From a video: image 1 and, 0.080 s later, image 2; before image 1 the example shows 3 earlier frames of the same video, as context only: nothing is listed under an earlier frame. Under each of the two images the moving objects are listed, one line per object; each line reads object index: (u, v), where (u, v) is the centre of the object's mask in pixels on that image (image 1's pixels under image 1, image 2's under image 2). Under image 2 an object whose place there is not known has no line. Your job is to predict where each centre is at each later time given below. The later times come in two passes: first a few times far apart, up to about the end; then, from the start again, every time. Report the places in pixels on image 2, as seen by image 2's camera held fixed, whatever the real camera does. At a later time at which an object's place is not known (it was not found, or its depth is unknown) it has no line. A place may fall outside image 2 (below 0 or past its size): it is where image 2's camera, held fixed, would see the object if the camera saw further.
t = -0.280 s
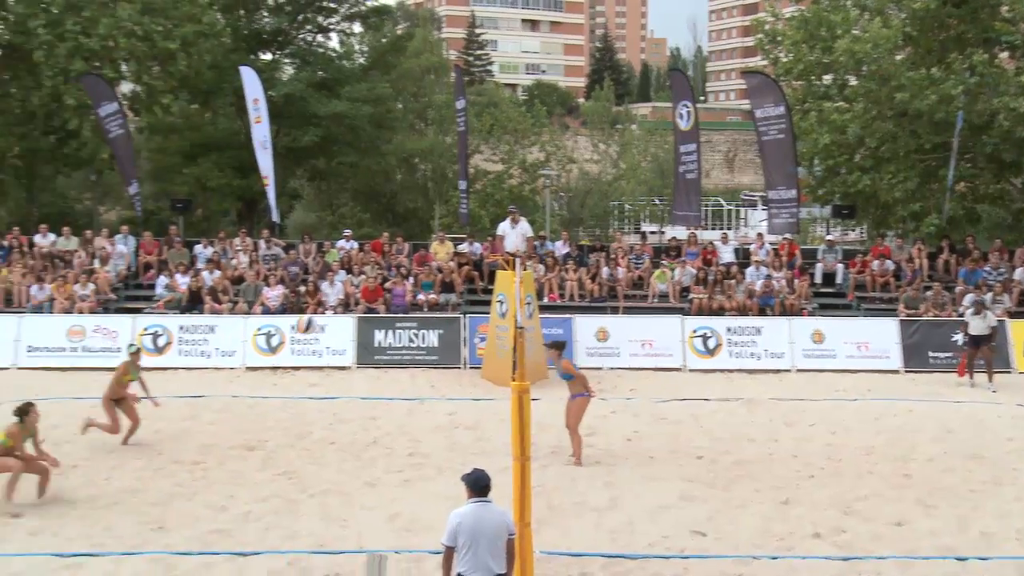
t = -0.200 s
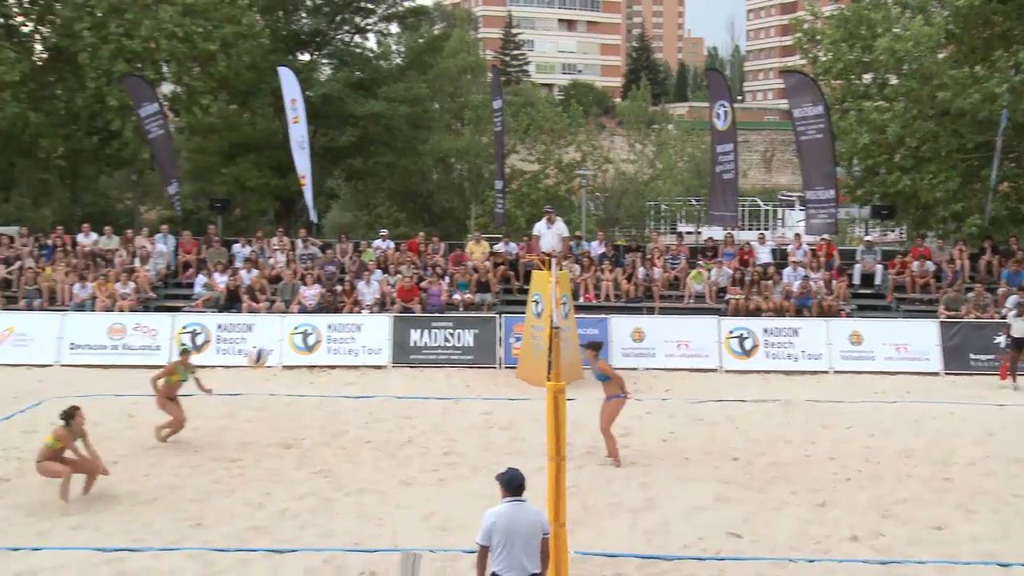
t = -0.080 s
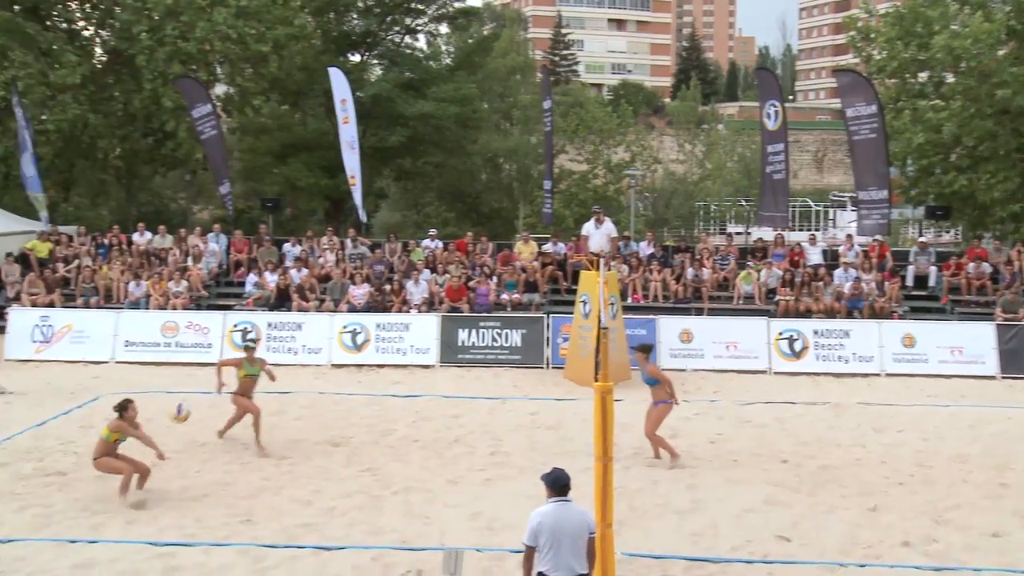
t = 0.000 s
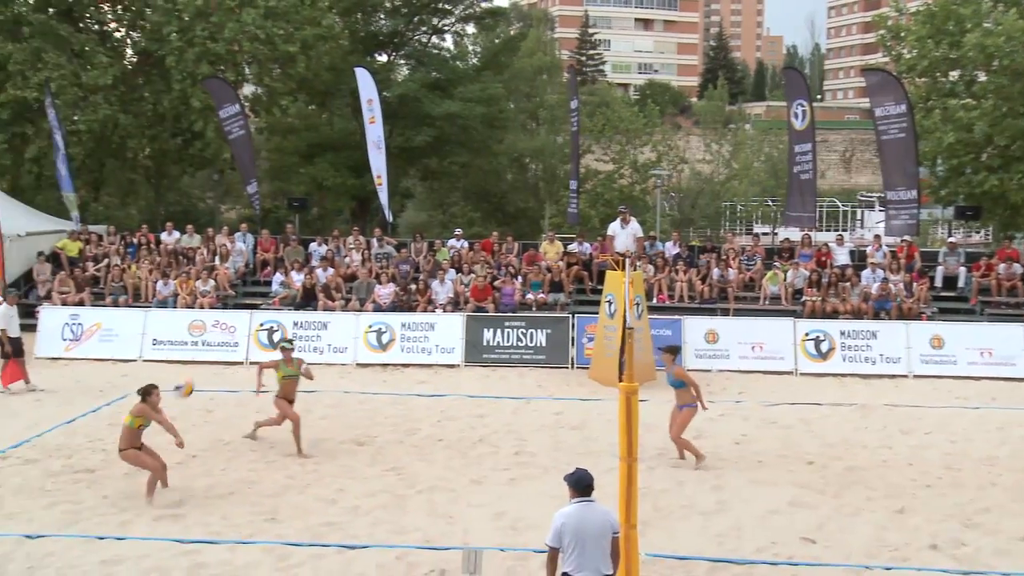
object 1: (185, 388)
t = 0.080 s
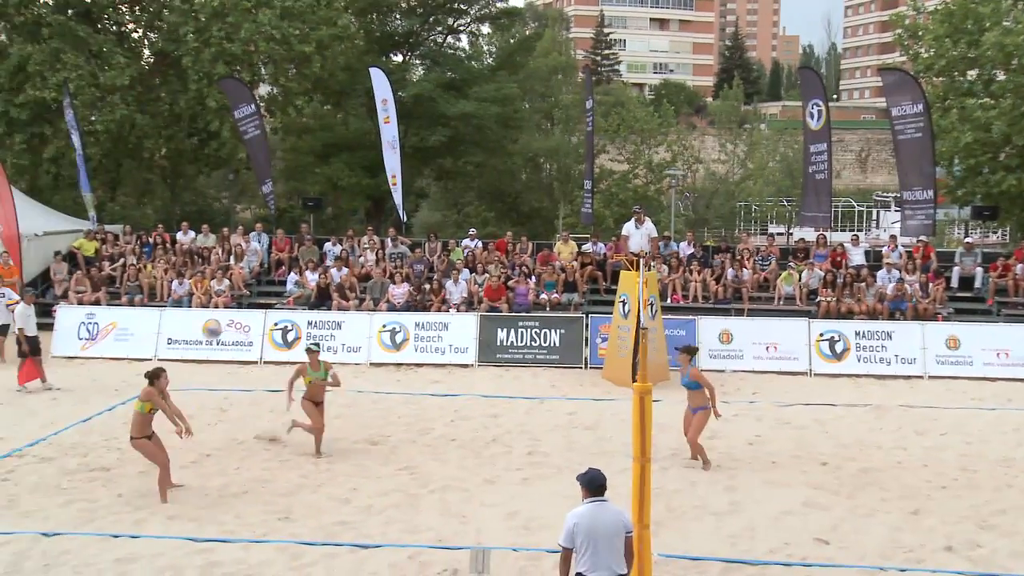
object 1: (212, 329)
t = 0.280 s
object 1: (245, 211)
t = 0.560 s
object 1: (289, 106)
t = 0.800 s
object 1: (323, 71)
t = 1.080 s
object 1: (360, 92)
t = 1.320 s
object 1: (389, 158)
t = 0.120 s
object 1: (220, 302)
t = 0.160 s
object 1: (224, 276)
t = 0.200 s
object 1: (230, 253)
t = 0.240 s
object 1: (238, 233)
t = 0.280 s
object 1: (245, 211)
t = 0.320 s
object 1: (252, 192)
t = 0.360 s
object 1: (258, 173)
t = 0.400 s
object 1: (264, 157)
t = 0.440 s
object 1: (270, 143)
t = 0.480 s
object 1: (276, 129)
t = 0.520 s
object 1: (283, 116)
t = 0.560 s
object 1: (289, 106)
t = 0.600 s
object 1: (295, 96)
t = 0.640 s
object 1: (300, 88)
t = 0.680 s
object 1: (306, 82)
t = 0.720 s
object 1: (312, 77)
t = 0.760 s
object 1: (318, 73)
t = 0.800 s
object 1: (323, 71)
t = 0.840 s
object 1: (328, 70)
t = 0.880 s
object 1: (334, 70)
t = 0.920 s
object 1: (340, 71)
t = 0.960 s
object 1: (345, 75)
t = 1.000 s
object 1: (350, 79)
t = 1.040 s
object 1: (354, 84)
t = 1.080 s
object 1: (360, 92)
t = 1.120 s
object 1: (364, 100)
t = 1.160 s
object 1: (369, 109)
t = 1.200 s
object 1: (374, 119)
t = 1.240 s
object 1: (379, 132)
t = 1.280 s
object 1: (384, 145)
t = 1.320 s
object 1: (389, 158)
